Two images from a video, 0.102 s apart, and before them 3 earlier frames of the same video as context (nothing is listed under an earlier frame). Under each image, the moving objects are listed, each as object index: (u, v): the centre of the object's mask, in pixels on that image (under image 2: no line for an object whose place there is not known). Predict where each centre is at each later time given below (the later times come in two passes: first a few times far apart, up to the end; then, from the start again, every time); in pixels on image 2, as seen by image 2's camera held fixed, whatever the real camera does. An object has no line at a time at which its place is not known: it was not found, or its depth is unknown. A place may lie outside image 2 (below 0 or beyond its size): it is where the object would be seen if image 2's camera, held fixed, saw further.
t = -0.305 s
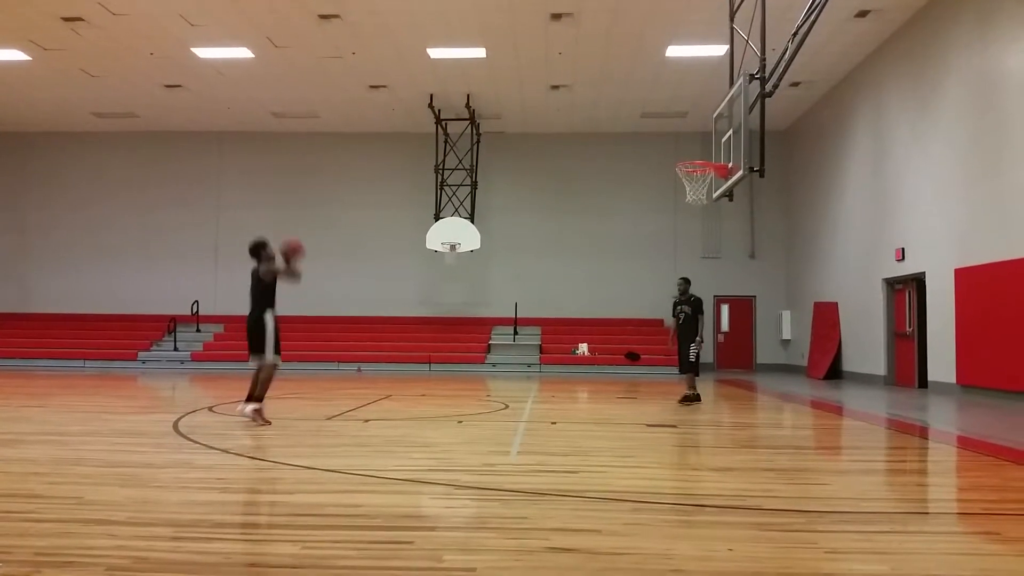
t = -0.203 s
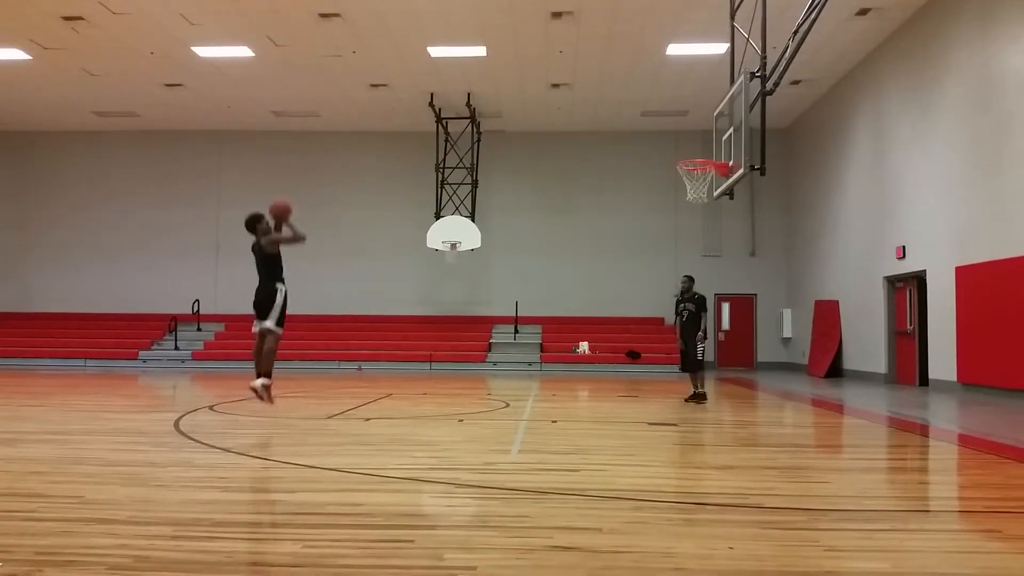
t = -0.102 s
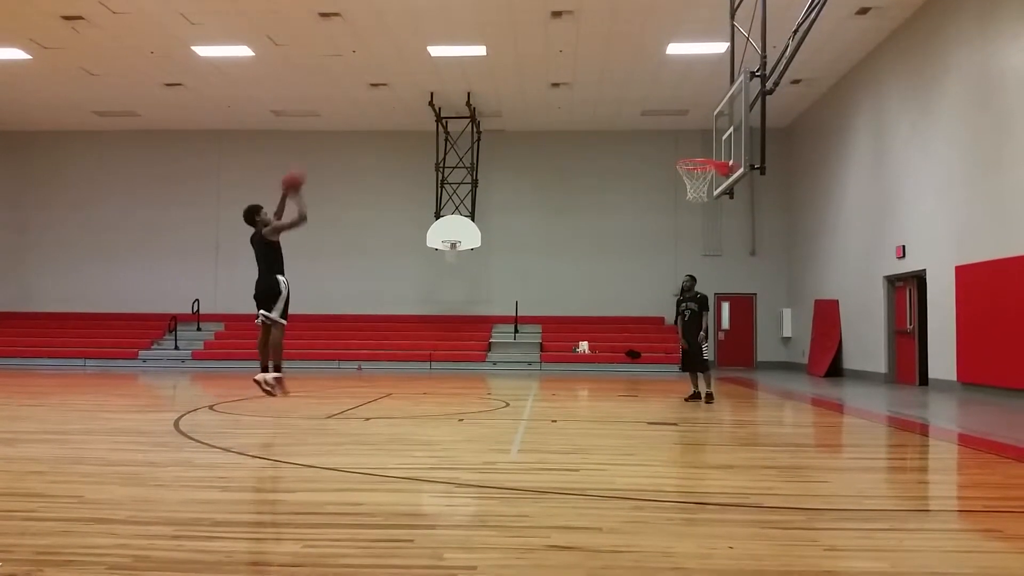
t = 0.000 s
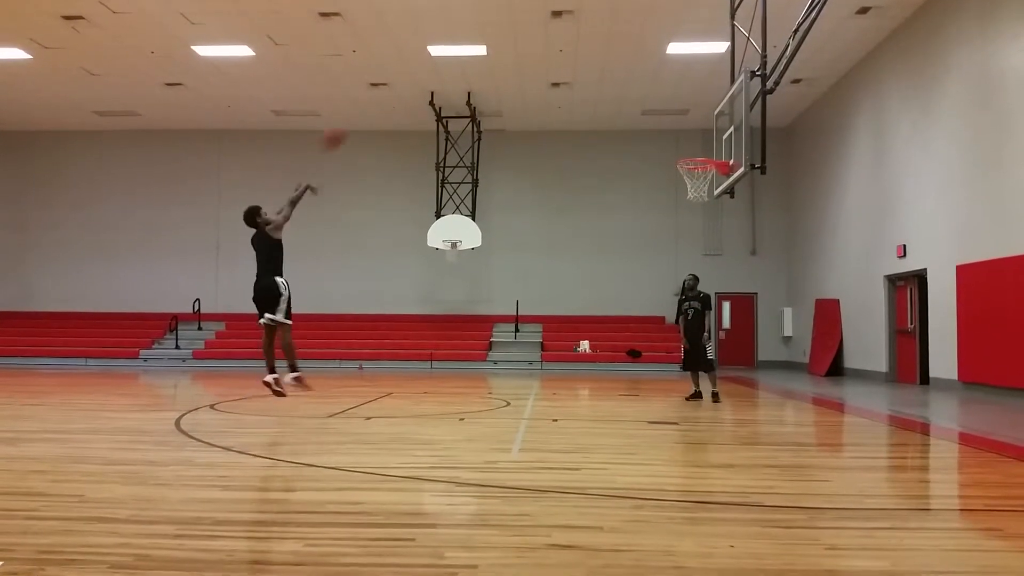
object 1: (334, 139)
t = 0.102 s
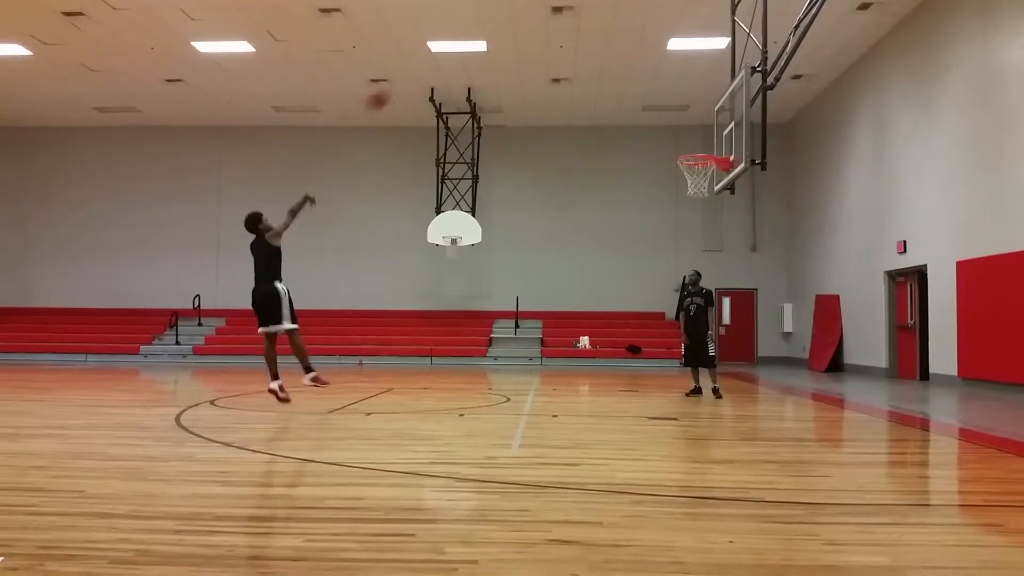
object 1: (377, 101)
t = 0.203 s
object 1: (419, 74)
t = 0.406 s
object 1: (498, 51)
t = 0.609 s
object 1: (570, 62)
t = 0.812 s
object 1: (638, 103)
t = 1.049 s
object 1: (700, 147)
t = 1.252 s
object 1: (704, 139)
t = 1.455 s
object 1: (678, 146)
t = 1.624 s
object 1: (656, 175)
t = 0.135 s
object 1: (391, 90)
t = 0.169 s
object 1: (406, 82)
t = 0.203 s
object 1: (419, 74)
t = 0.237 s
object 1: (433, 68)
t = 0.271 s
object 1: (446, 63)
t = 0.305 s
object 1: (459, 58)
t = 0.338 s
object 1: (472, 56)
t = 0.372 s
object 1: (486, 52)
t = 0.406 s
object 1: (498, 51)
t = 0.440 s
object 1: (510, 50)
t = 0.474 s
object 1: (523, 52)
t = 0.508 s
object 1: (535, 52)
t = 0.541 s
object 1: (547, 55)
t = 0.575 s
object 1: (559, 58)
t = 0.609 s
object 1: (570, 62)
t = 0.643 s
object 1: (582, 66)
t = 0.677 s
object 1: (594, 72)
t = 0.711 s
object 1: (605, 78)
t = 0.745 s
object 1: (616, 86)
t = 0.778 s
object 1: (627, 94)
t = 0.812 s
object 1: (638, 103)
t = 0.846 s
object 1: (648, 112)
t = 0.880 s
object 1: (659, 124)
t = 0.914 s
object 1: (669, 134)
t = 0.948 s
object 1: (680, 145)
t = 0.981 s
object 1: (686, 148)
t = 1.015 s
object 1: (693, 147)
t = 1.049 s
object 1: (700, 147)
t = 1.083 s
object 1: (706, 147)
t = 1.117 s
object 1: (713, 148)
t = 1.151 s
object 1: (716, 146)
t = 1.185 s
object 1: (713, 143)
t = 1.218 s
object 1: (708, 141)
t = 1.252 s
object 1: (704, 139)
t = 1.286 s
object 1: (700, 138)
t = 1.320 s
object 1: (695, 138)
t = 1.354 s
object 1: (691, 139)
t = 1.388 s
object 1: (687, 140)
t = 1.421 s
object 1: (682, 143)
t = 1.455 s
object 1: (678, 146)
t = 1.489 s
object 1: (674, 150)
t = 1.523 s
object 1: (669, 155)
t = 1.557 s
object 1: (665, 161)
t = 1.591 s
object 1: (660, 168)
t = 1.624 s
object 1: (656, 175)
